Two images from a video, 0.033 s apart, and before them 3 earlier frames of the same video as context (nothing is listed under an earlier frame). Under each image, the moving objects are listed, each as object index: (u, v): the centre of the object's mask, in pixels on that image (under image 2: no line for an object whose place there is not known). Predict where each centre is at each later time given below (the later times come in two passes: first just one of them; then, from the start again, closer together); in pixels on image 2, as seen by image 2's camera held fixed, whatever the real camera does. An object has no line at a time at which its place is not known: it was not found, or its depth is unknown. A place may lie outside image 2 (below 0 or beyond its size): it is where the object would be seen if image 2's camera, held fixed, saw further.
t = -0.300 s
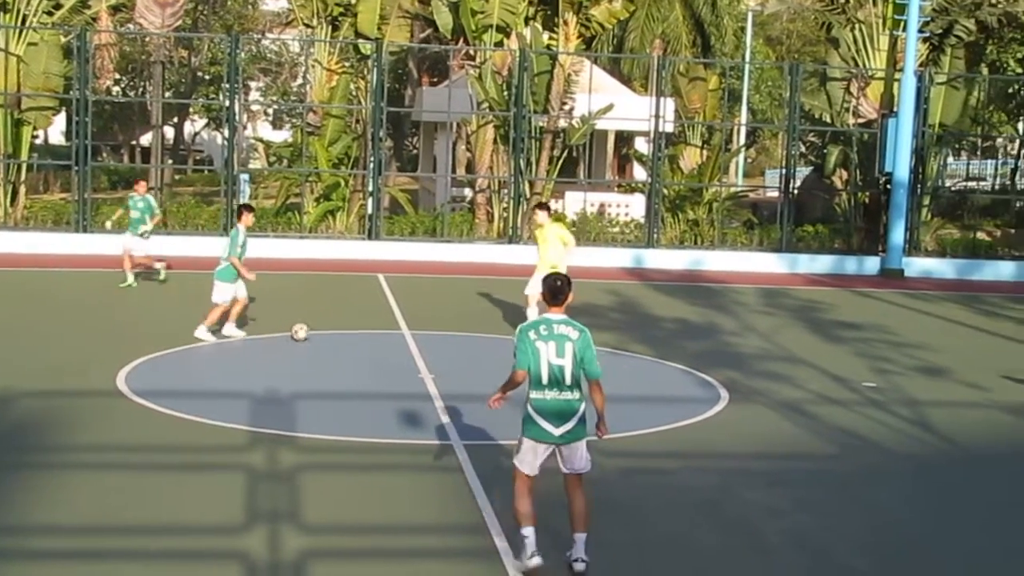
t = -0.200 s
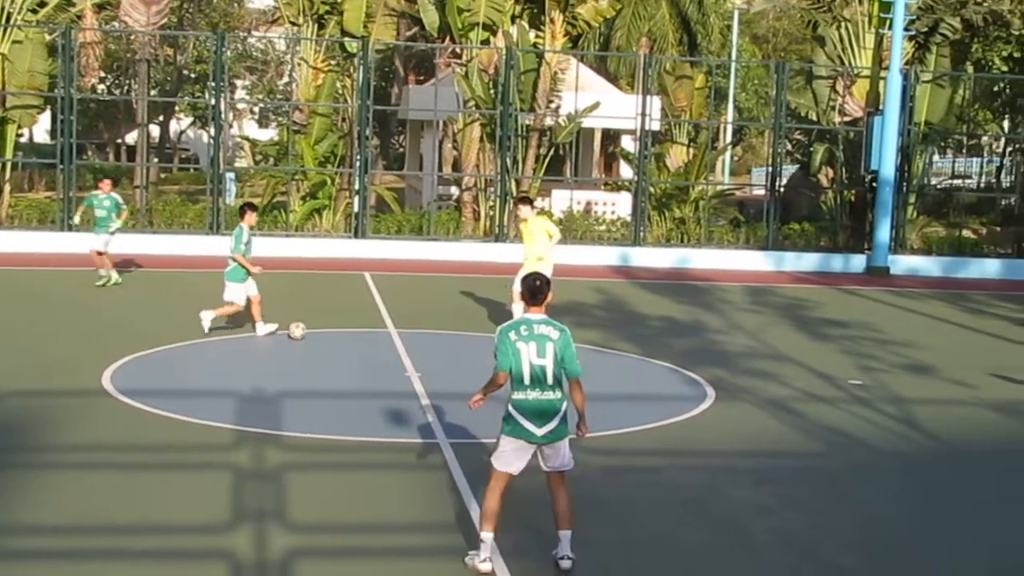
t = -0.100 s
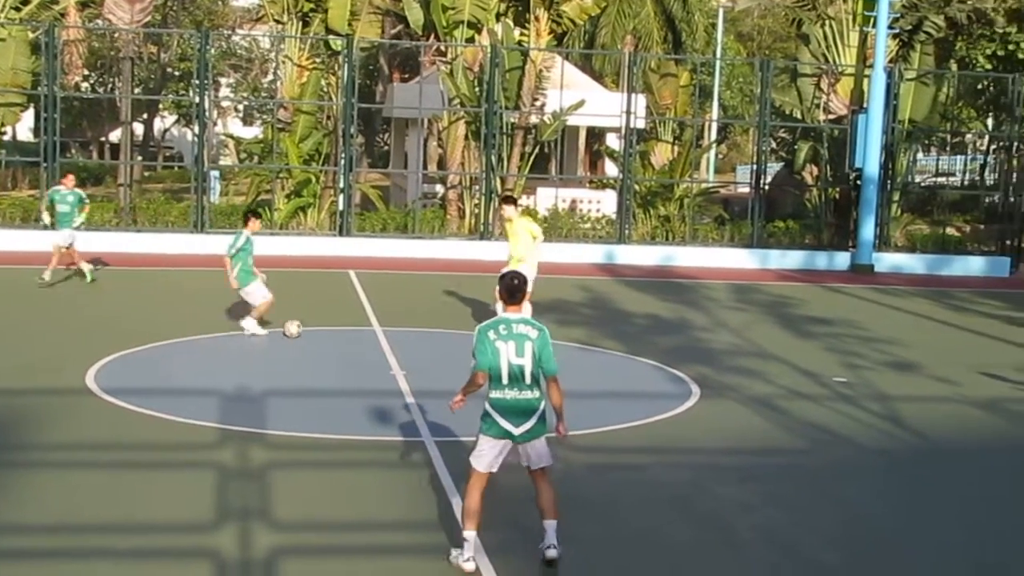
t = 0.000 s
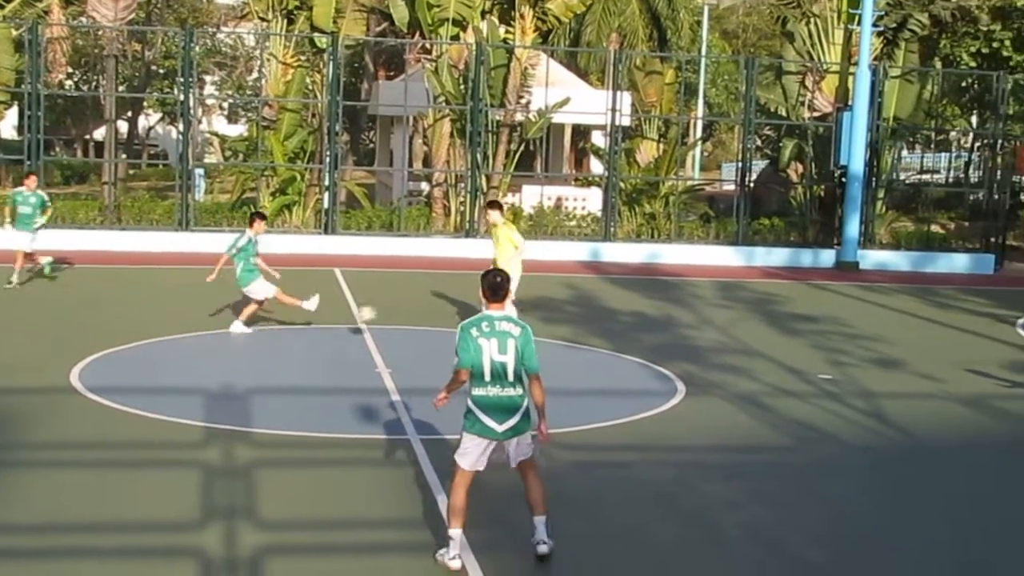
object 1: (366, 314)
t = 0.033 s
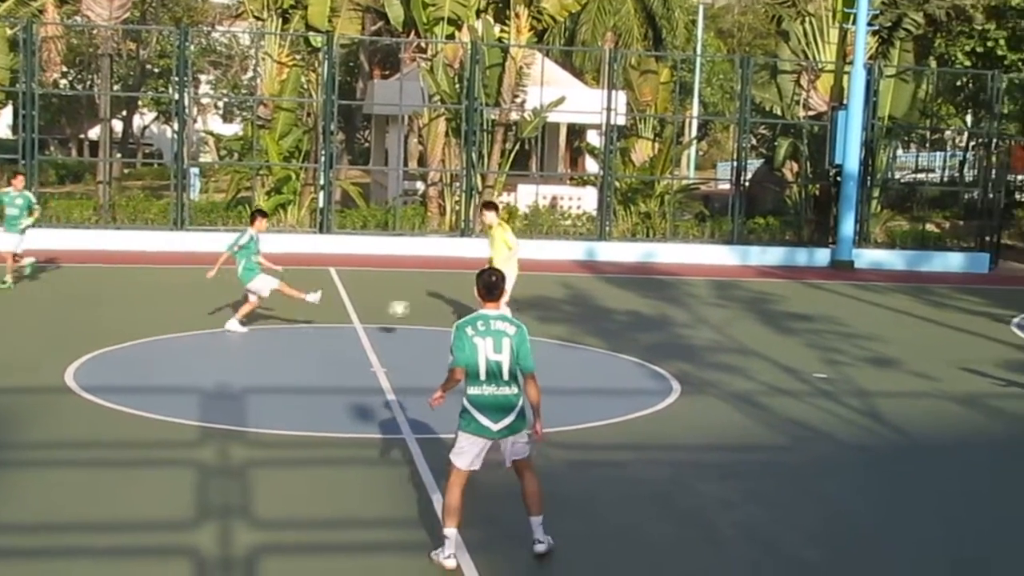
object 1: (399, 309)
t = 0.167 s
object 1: (551, 299)
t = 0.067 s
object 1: (436, 304)
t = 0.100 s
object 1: (472, 302)
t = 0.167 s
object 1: (551, 299)
